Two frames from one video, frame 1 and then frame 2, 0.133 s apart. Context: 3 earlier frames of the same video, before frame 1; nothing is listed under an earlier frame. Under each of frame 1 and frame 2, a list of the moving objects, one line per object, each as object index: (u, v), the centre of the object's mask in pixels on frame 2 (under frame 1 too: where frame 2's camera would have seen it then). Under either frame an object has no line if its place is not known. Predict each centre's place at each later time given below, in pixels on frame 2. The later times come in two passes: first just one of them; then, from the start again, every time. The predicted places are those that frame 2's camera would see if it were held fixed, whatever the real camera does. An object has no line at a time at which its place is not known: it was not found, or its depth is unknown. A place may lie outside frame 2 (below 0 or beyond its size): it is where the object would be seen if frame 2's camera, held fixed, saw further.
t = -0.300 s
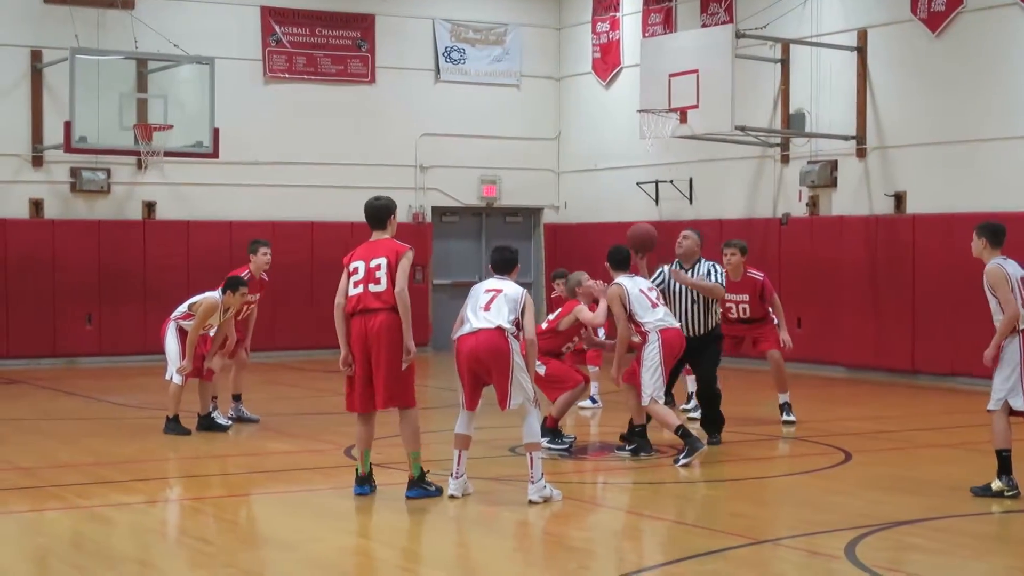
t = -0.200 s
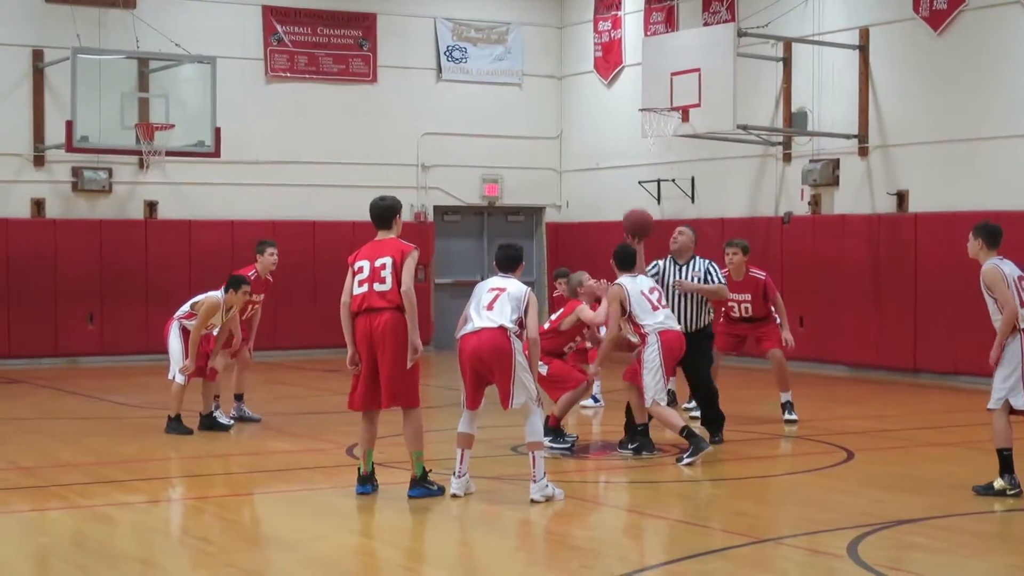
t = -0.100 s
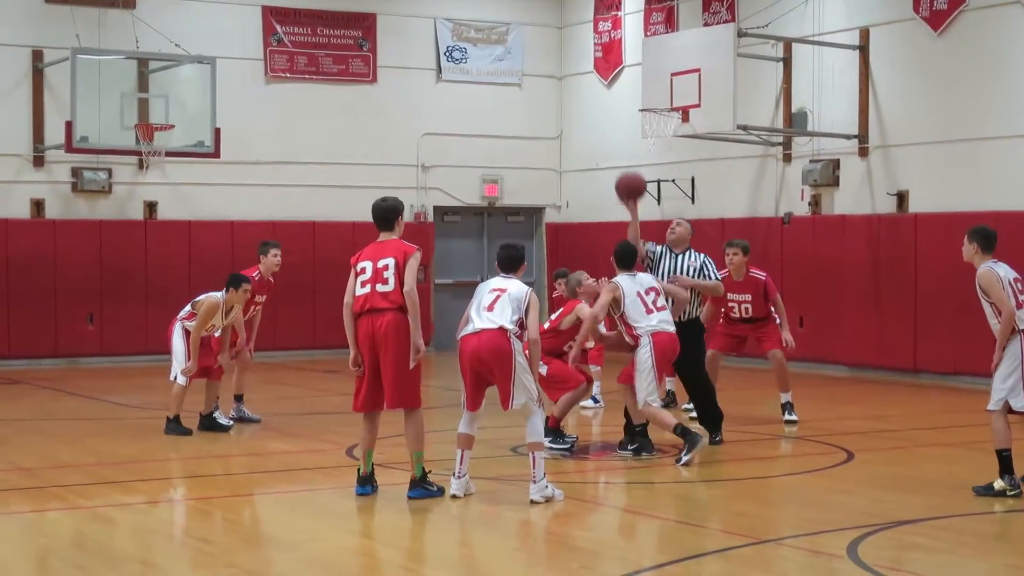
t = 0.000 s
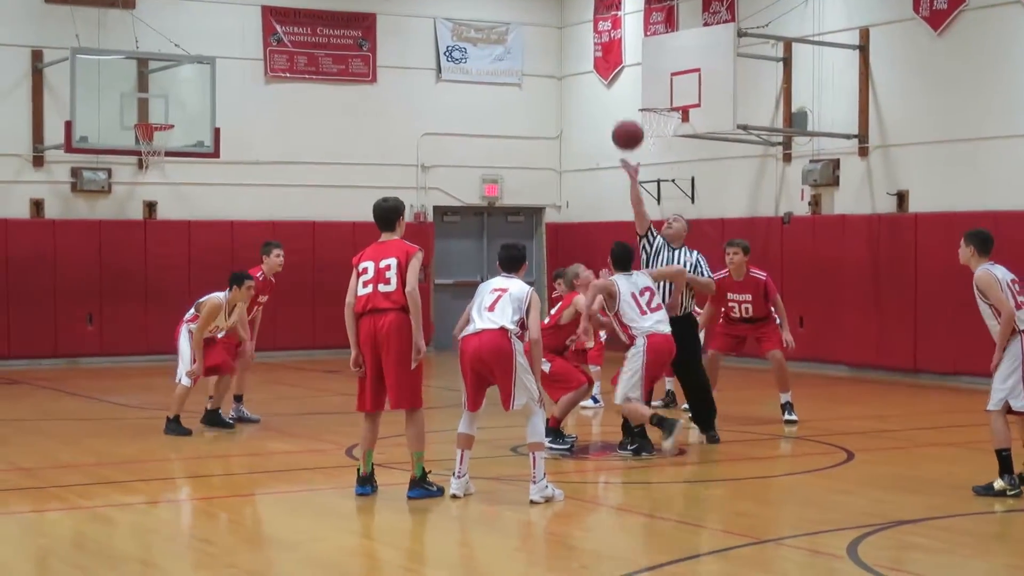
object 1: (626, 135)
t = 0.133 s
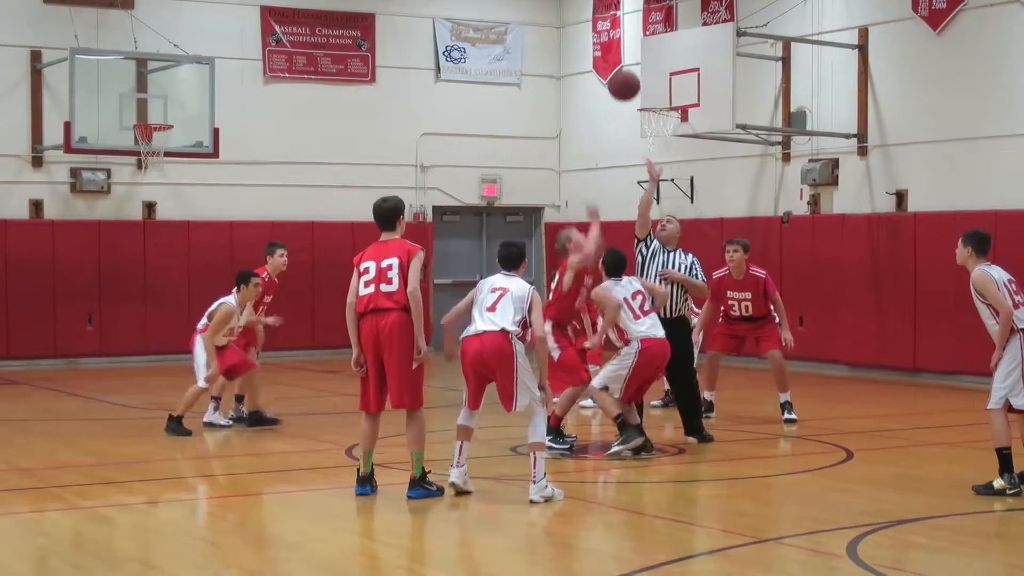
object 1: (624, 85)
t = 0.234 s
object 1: (622, 64)
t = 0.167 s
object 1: (624, 77)
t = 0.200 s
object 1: (624, 70)
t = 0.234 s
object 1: (622, 64)
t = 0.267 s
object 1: (621, 59)
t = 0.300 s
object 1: (621, 57)
